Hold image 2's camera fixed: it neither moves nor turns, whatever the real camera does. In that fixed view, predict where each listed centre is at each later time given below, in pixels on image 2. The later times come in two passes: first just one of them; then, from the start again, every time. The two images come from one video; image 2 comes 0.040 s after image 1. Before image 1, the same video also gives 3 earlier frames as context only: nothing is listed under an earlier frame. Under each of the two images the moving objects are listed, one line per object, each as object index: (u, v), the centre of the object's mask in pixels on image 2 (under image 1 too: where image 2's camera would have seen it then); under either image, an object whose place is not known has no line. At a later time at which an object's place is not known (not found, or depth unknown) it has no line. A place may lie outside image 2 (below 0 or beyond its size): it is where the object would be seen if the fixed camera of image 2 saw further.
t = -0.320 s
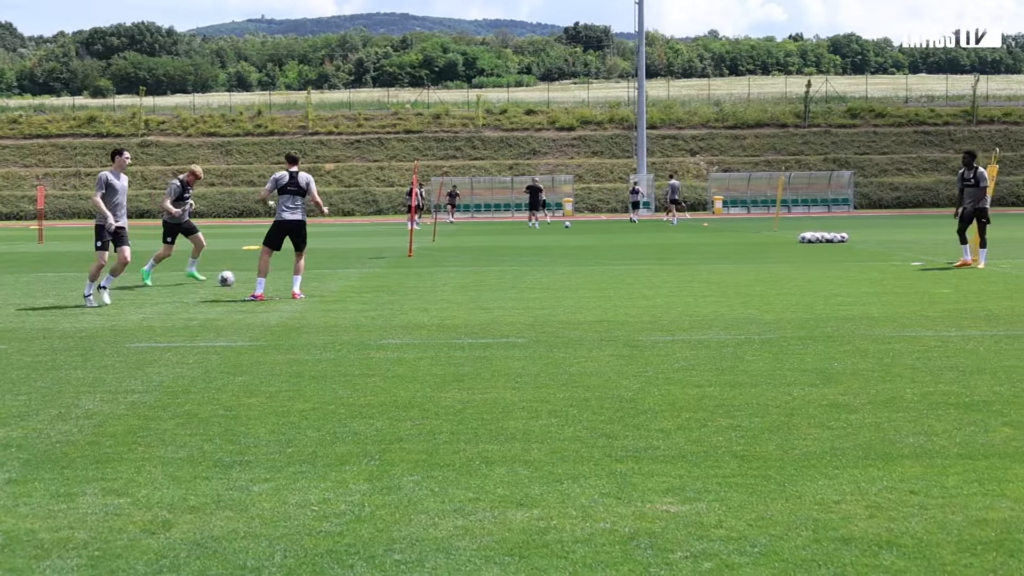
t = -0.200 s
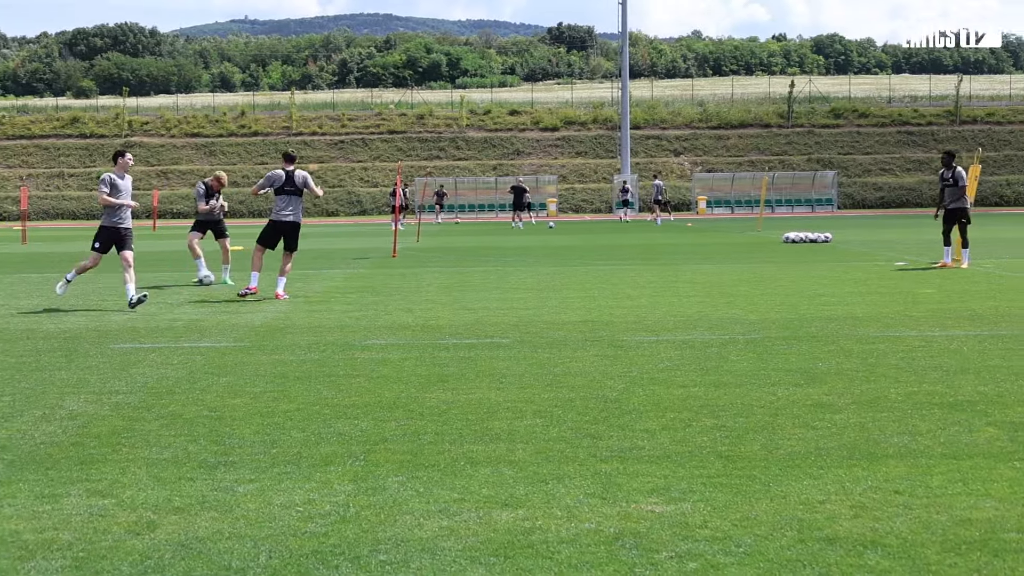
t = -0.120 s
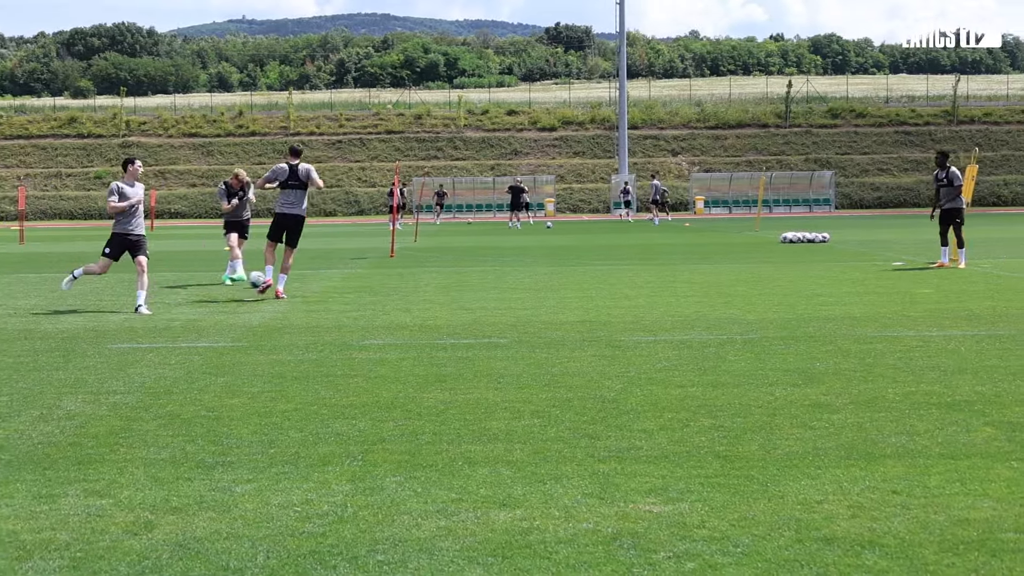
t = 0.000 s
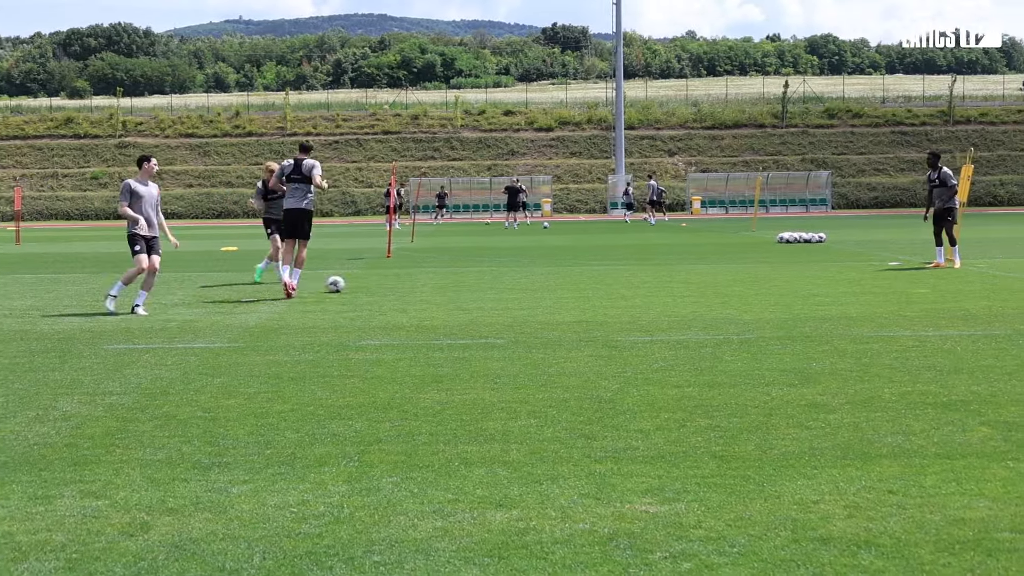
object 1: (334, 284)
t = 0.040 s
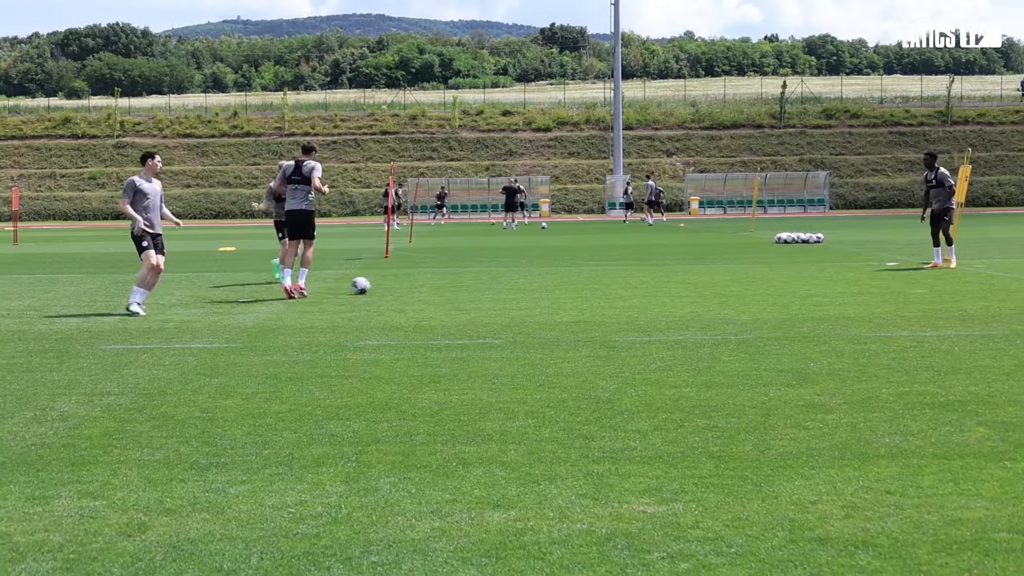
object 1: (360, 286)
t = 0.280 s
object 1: (521, 292)
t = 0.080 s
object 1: (387, 286)
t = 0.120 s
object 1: (414, 288)
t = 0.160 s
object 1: (441, 289)
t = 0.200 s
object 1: (467, 289)
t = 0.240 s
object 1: (494, 291)
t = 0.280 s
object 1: (521, 292)
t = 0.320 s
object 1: (547, 294)
